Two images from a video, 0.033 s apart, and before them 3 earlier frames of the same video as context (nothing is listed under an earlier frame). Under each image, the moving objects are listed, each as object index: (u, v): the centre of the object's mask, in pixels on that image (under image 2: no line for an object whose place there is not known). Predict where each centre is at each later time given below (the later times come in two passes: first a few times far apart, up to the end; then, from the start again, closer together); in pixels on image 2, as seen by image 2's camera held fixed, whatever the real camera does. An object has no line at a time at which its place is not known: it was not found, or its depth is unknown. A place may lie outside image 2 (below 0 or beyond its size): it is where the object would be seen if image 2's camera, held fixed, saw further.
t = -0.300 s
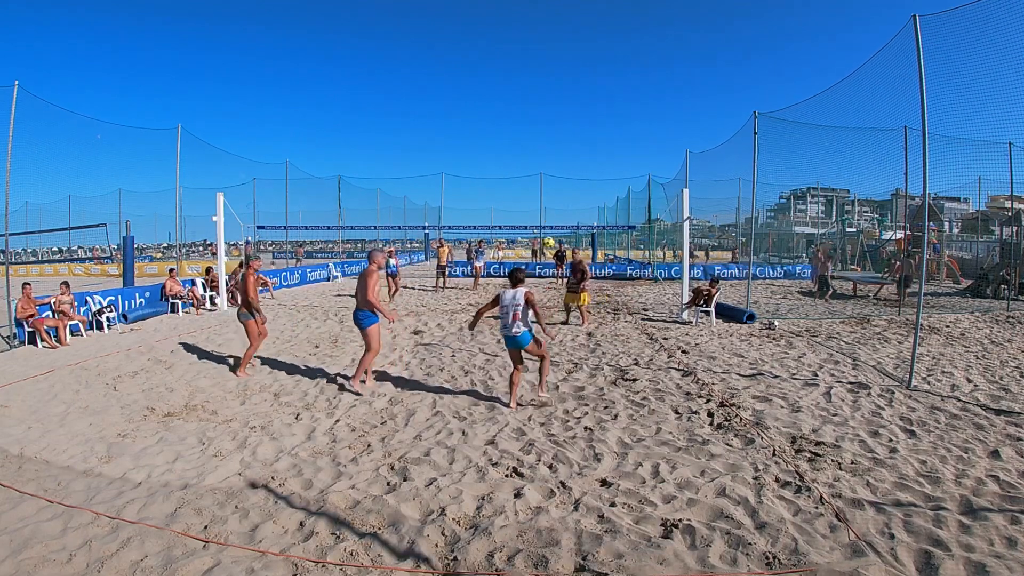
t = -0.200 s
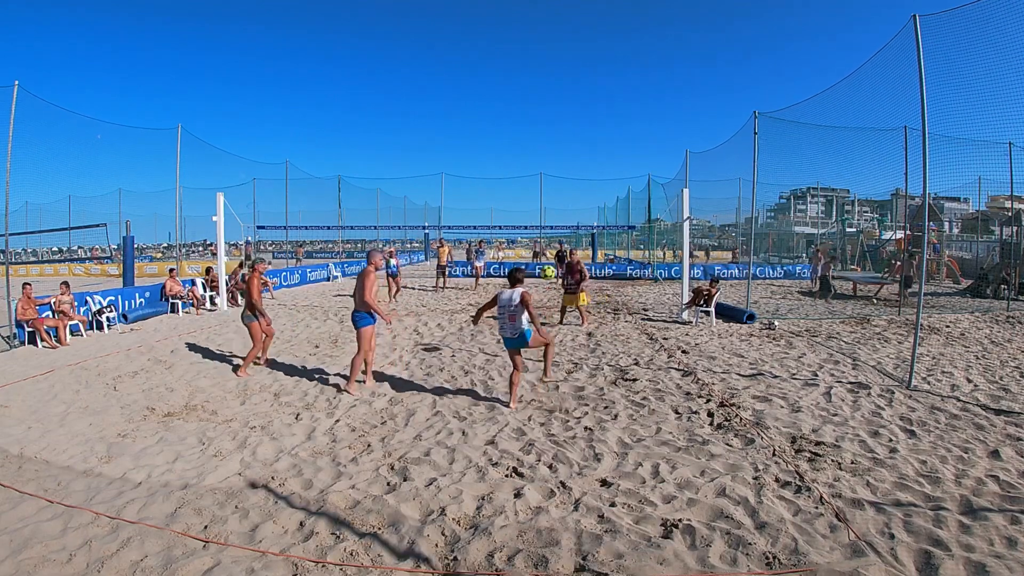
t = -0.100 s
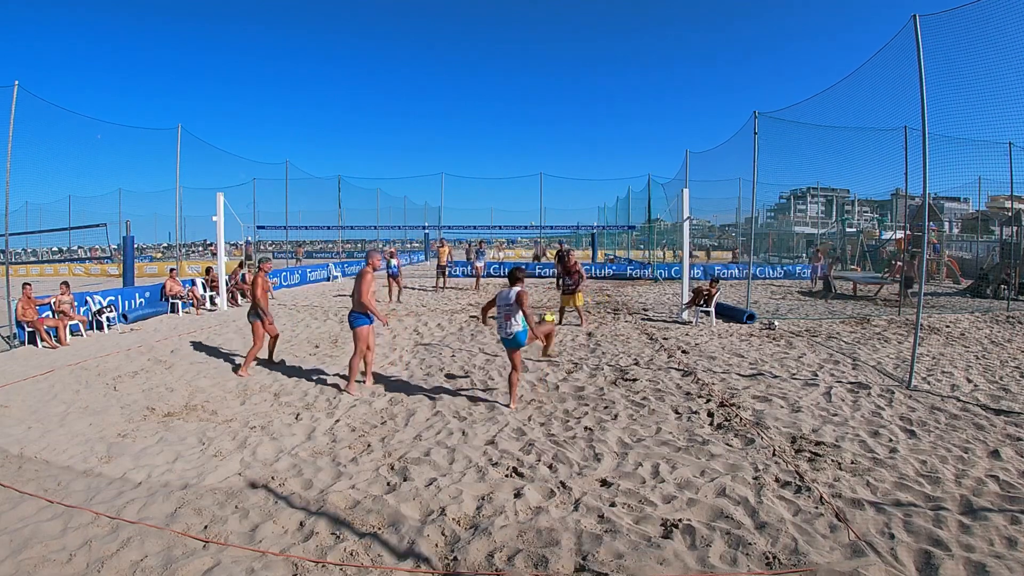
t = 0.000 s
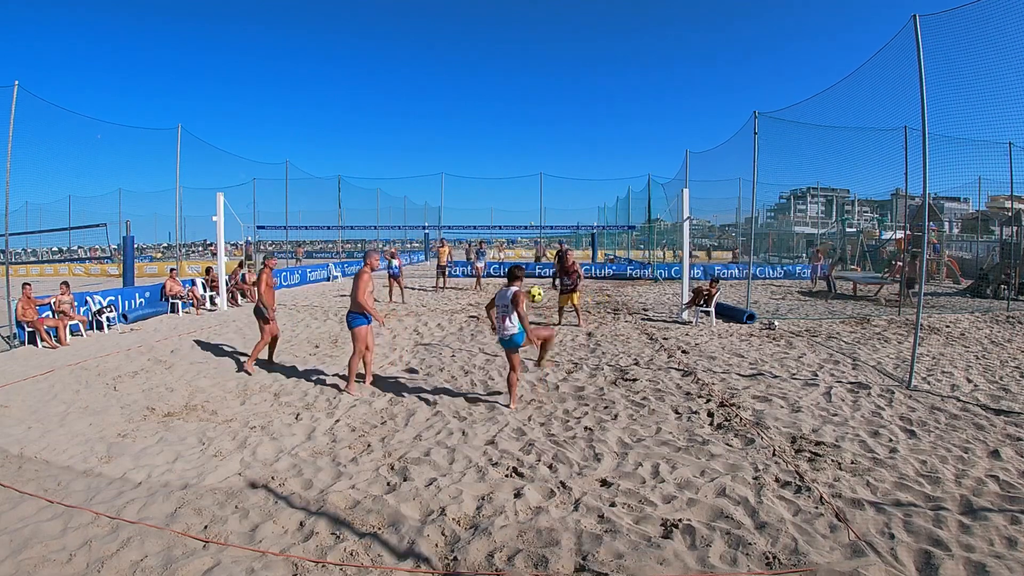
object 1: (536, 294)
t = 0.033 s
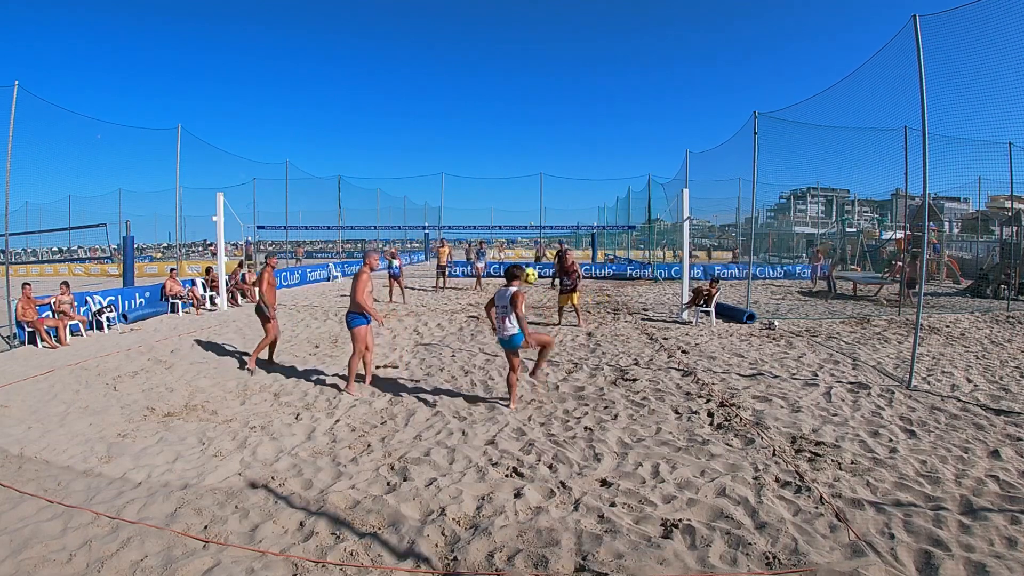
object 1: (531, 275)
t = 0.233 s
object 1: (496, 187)
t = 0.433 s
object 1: (467, 136)
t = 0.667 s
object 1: (438, 117)
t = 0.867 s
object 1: (415, 129)
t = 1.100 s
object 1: (391, 172)
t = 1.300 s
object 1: (373, 231)
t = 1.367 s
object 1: (368, 254)
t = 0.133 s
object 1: (512, 226)
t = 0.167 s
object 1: (507, 212)
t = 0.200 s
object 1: (501, 199)
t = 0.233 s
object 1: (496, 187)
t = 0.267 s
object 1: (491, 176)
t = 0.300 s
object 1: (486, 166)
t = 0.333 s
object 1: (481, 157)
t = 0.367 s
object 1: (477, 149)
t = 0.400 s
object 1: (472, 142)
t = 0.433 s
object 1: (467, 136)
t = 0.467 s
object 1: (463, 131)
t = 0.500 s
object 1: (458, 127)
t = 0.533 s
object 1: (454, 123)
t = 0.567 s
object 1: (450, 120)
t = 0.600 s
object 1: (446, 119)
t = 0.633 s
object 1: (442, 117)
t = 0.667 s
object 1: (438, 117)
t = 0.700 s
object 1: (434, 117)
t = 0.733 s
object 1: (430, 118)
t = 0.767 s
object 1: (426, 120)
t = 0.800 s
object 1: (422, 122)
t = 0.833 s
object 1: (419, 125)
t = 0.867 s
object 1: (415, 129)
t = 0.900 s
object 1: (411, 133)
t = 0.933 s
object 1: (408, 138)
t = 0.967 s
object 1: (404, 144)
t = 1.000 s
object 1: (400, 150)
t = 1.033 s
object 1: (397, 156)
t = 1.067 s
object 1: (394, 164)
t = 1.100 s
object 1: (391, 172)
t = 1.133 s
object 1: (387, 180)
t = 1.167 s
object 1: (384, 189)
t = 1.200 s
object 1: (382, 199)
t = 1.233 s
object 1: (378, 209)
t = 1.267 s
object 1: (375, 220)
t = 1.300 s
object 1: (373, 231)
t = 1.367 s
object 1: (368, 254)
